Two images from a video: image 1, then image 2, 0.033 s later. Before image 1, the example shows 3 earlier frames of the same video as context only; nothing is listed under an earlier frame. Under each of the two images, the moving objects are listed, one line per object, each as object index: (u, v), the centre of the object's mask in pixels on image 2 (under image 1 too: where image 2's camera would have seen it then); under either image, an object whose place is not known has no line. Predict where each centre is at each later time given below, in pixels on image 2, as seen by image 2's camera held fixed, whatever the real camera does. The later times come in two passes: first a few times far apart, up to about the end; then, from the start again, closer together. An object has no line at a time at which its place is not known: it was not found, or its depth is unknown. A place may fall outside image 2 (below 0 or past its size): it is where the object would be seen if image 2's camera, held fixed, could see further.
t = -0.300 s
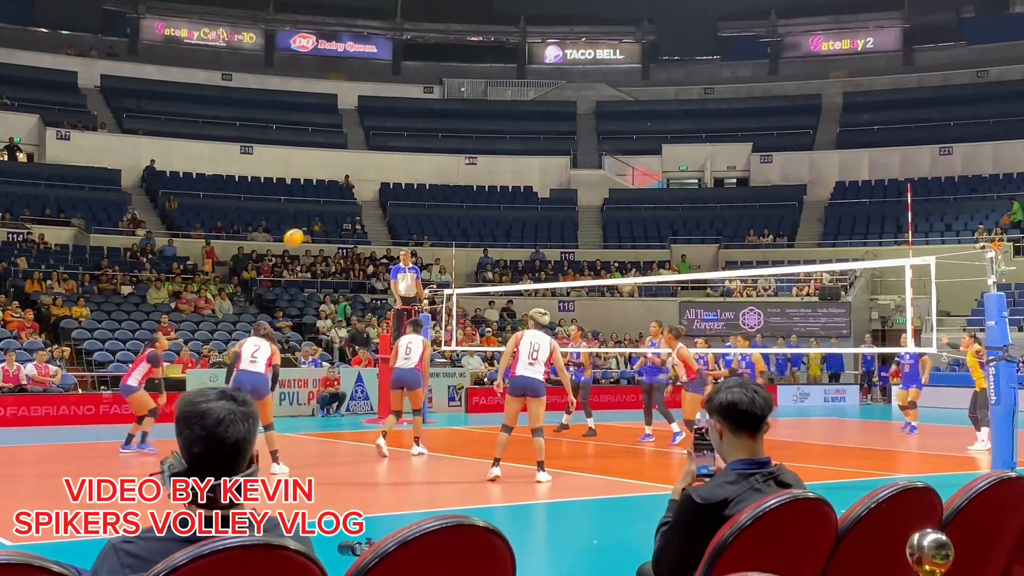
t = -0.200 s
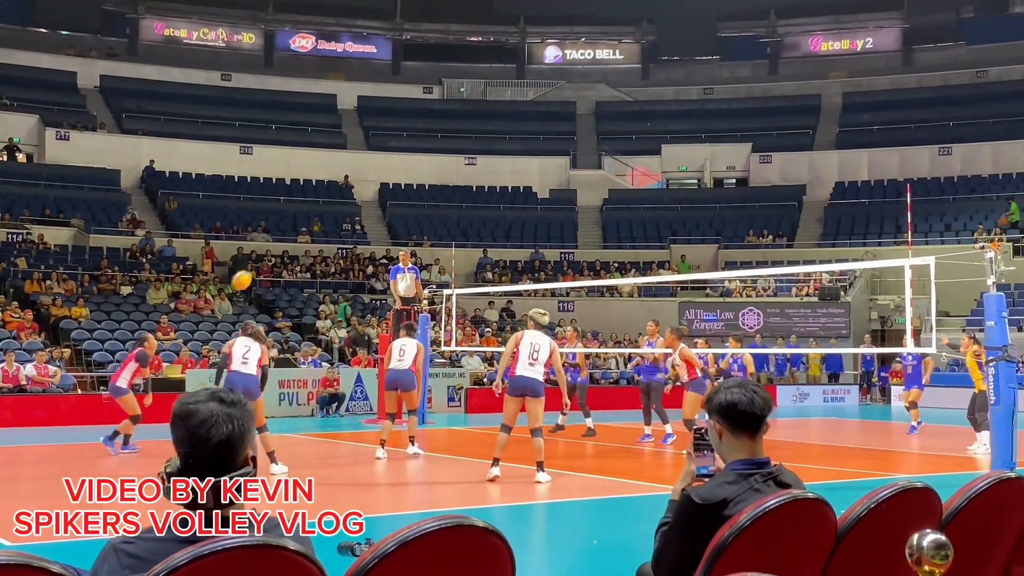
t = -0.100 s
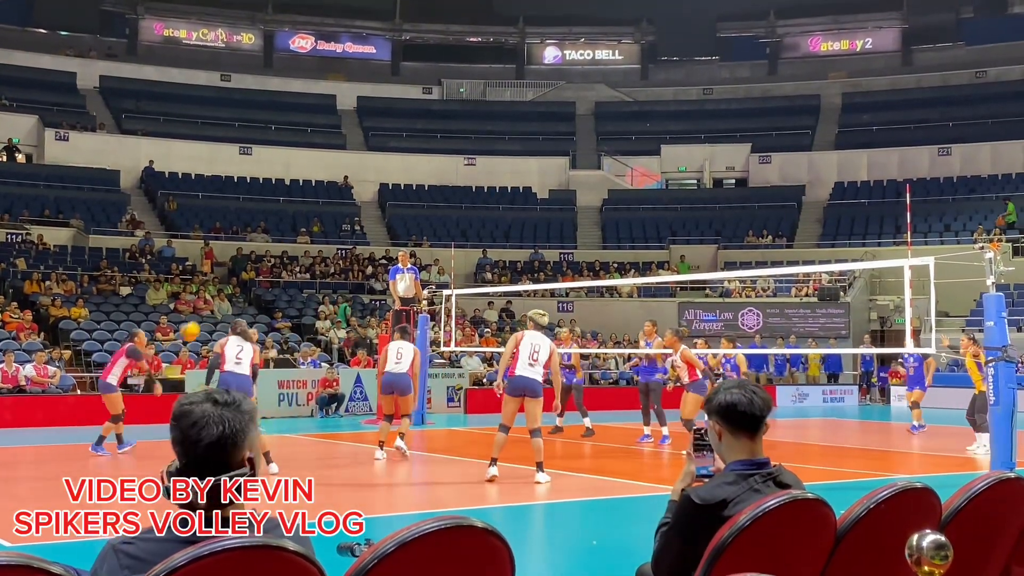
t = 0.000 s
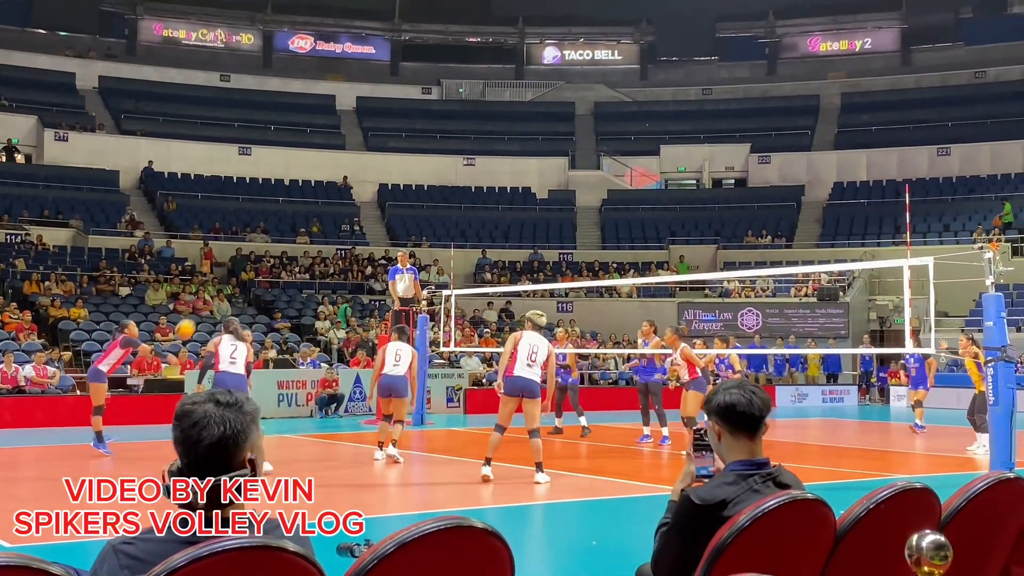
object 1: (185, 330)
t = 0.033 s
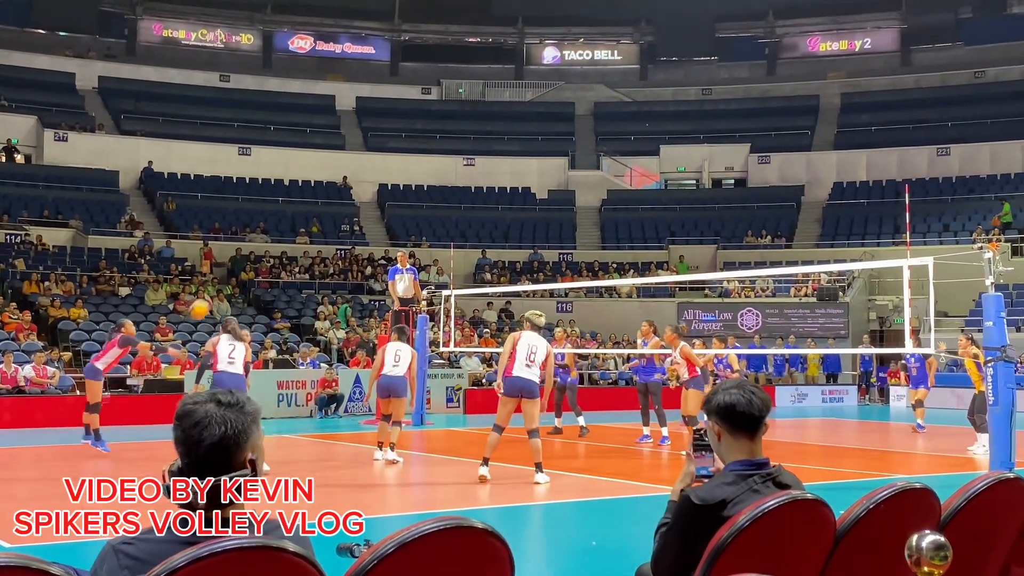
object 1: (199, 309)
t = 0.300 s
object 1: (313, 186)
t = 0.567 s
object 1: (420, 126)
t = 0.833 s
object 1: (525, 125)
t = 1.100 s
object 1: (624, 180)
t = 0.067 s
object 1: (214, 290)
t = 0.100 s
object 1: (228, 273)
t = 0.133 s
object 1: (243, 256)
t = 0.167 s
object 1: (258, 240)
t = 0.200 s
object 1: (271, 225)
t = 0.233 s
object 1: (285, 211)
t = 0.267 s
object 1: (299, 198)
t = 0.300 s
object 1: (313, 186)
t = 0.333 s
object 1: (327, 176)
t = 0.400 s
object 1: (355, 156)
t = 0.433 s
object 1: (368, 148)
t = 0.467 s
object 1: (381, 141)
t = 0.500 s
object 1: (394, 135)
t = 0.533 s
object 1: (407, 130)
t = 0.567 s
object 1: (420, 126)
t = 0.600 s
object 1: (434, 122)
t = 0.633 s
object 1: (447, 120)
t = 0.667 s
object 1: (460, 118)
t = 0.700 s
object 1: (473, 118)
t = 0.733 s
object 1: (486, 118)
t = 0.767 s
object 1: (499, 119)
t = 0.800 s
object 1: (512, 121)
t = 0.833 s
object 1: (525, 125)
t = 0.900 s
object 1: (550, 133)
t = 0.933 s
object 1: (562, 139)
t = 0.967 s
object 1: (575, 146)
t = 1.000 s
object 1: (587, 153)
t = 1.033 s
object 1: (599, 161)
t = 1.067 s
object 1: (612, 169)
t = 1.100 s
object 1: (624, 180)
